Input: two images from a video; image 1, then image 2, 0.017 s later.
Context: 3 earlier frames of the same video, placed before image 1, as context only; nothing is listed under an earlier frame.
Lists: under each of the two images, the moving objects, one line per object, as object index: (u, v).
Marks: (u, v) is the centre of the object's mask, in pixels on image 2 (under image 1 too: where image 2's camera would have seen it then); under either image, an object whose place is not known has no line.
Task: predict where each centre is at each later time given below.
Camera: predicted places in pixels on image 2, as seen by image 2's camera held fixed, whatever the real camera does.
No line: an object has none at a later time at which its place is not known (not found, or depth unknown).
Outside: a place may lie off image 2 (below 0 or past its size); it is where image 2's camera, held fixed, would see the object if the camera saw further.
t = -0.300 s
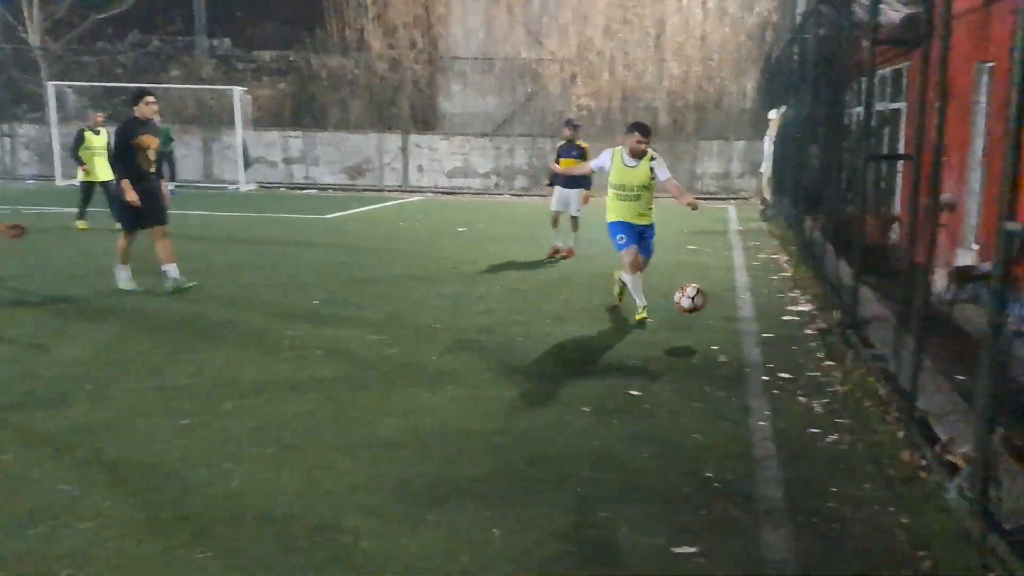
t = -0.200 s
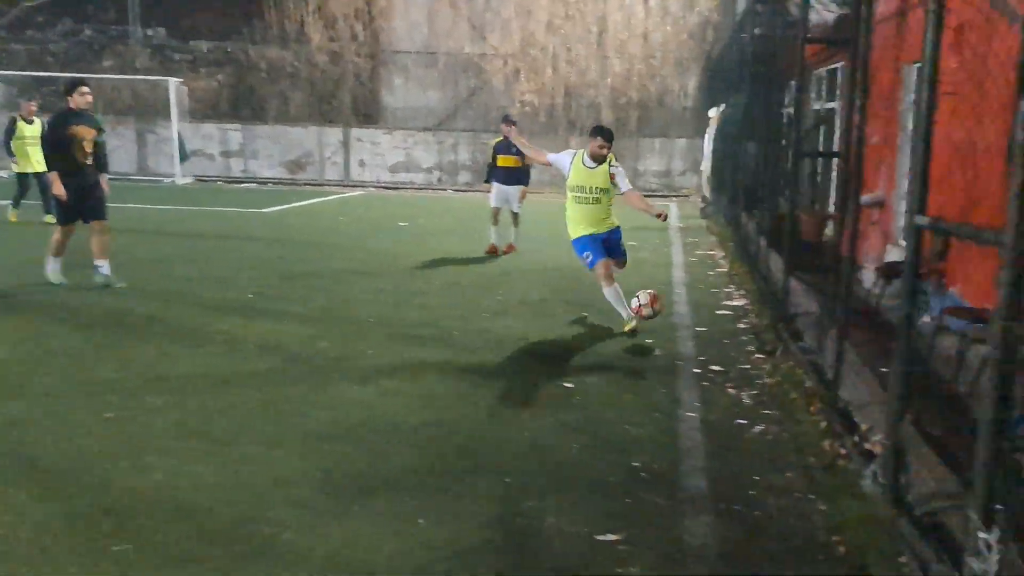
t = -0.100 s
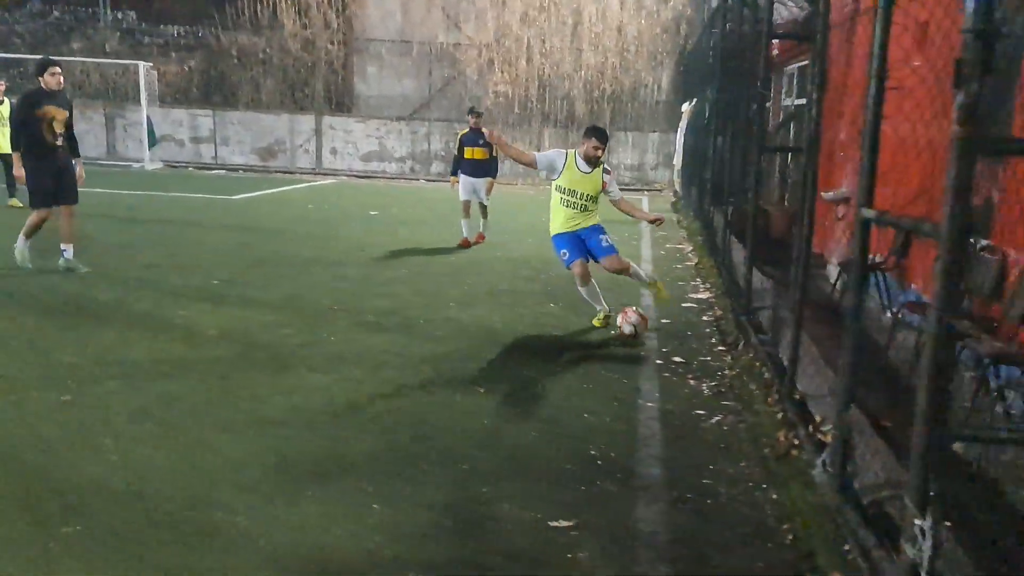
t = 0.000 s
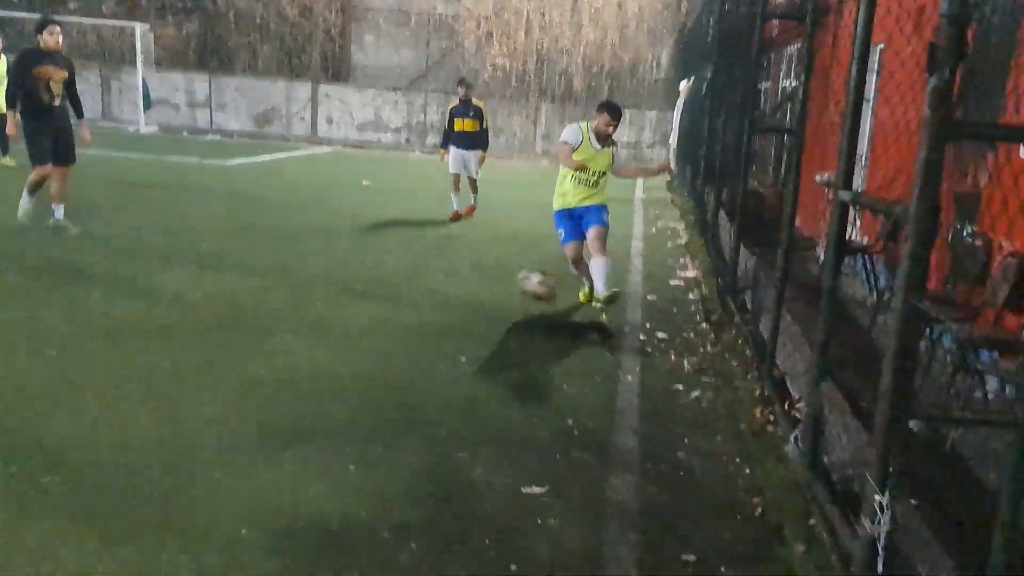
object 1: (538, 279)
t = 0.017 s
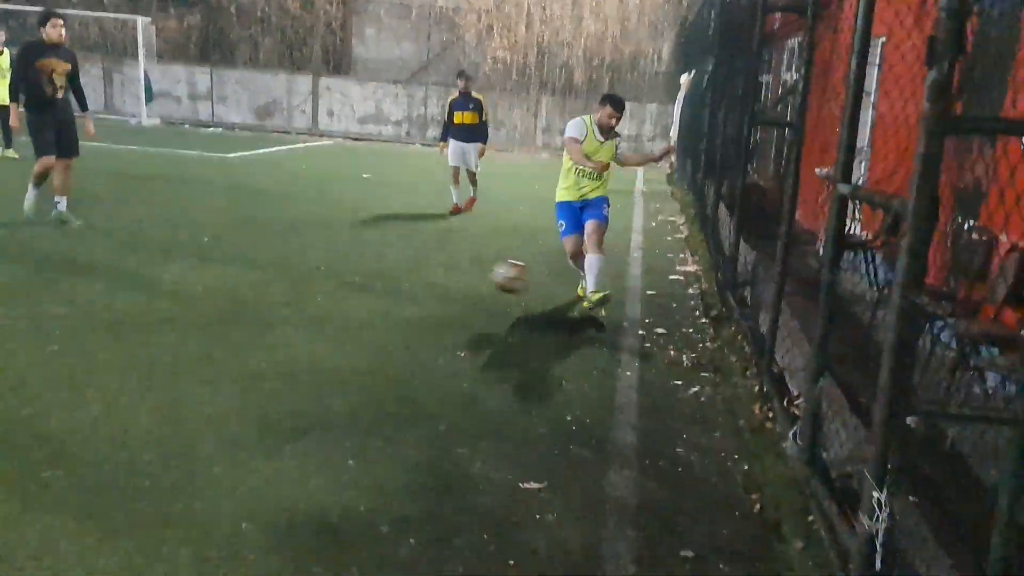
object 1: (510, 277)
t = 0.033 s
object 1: (479, 273)
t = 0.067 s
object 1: (413, 269)
